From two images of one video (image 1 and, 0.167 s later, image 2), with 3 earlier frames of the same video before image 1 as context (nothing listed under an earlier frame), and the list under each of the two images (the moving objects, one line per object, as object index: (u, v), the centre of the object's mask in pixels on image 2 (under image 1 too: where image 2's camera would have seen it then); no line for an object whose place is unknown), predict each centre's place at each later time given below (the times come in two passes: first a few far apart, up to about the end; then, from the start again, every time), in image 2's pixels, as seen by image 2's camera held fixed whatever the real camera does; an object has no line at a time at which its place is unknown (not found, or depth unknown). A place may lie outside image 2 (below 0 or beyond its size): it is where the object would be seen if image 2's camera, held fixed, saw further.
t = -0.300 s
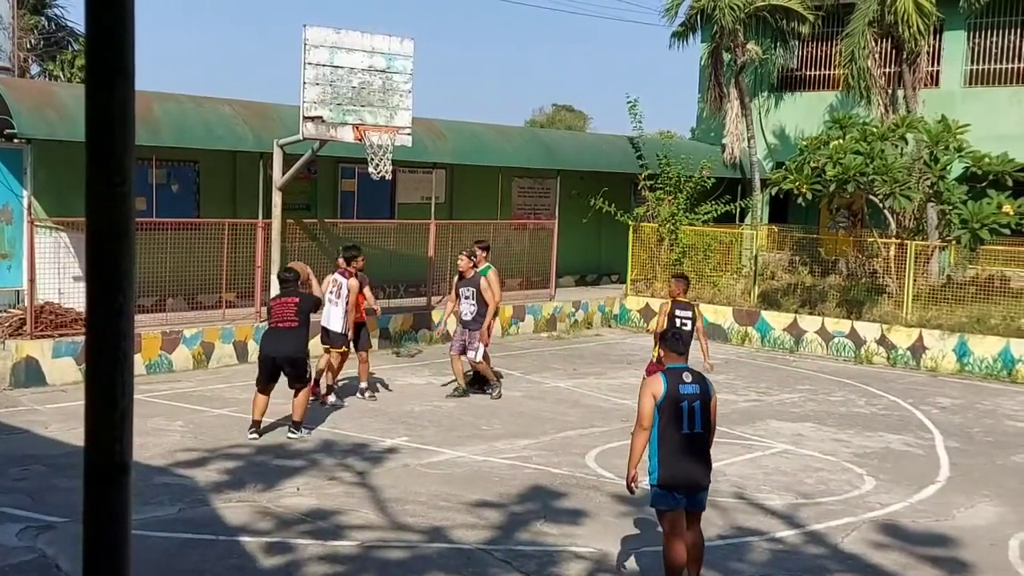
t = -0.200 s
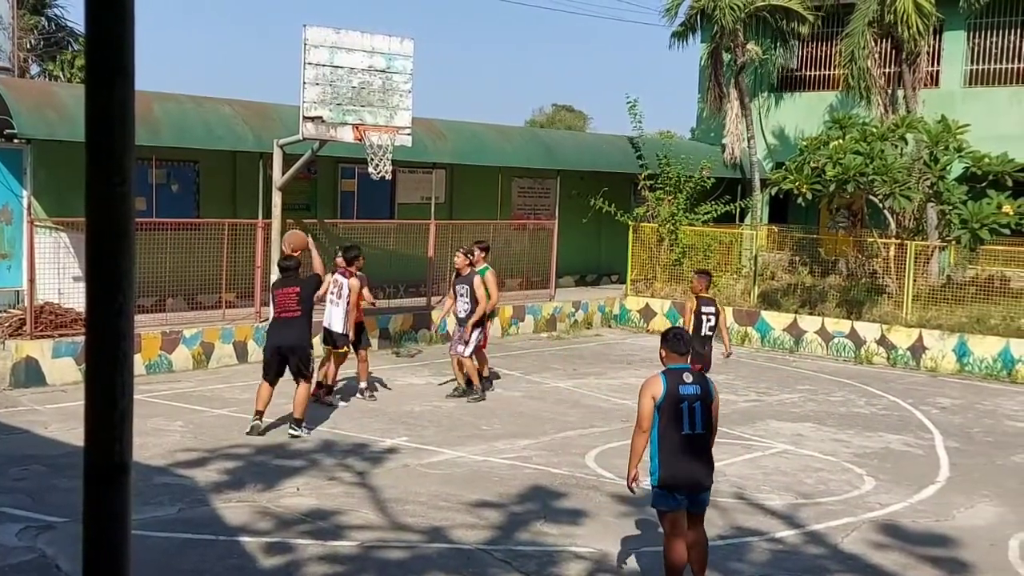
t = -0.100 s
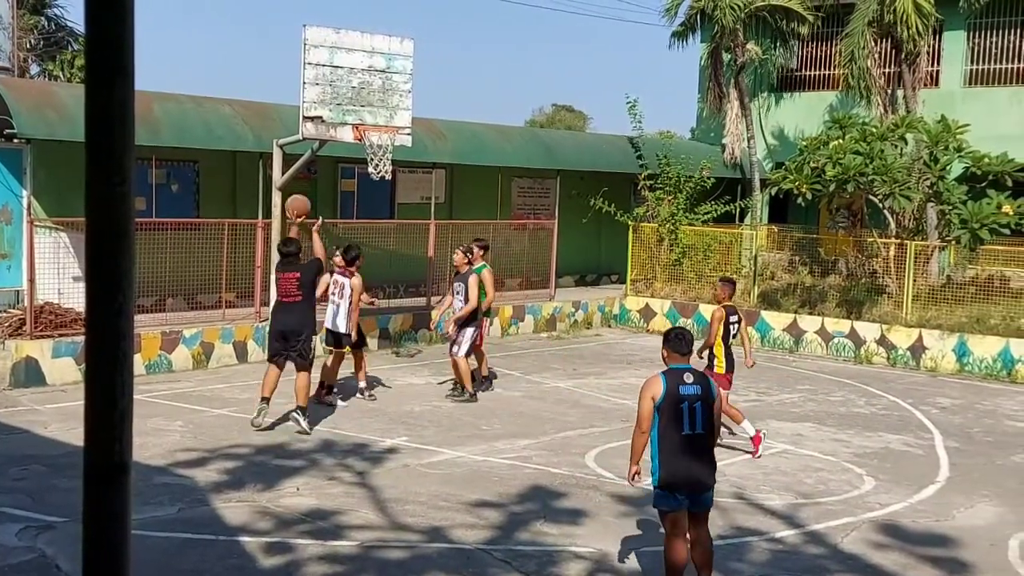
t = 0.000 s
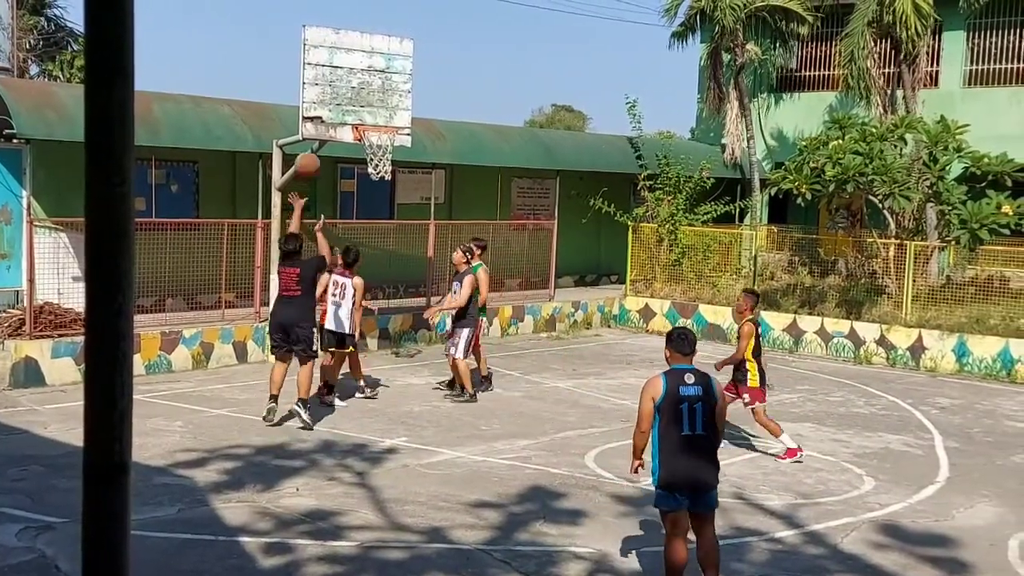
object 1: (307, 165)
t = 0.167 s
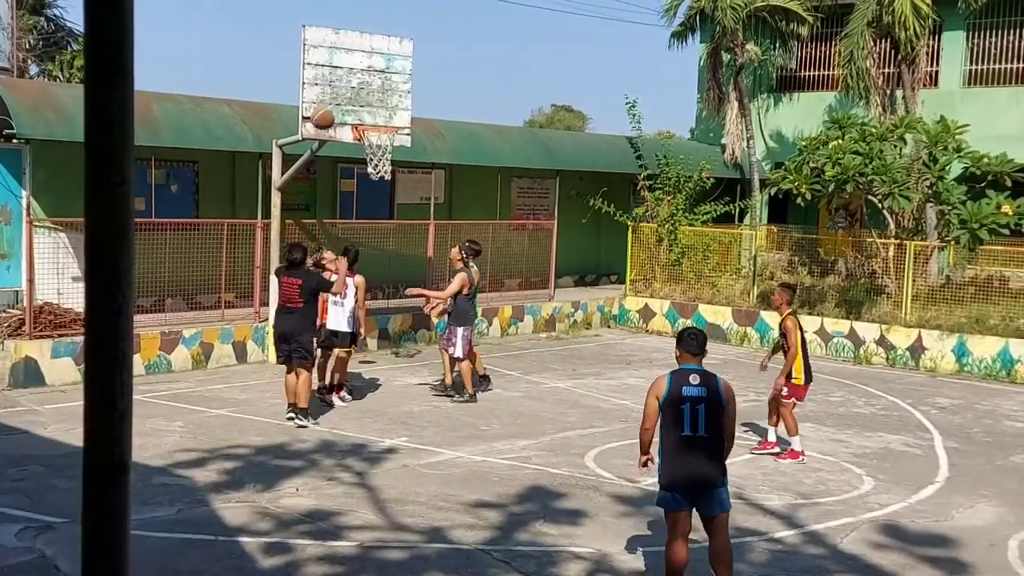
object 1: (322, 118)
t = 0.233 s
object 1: (328, 108)
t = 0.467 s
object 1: (345, 106)
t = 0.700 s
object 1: (354, 114)
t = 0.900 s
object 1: (356, 127)
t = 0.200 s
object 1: (325, 112)
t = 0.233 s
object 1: (328, 108)
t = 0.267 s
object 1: (331, 106)
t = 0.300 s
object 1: (333, 102)
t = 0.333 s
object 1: (336, 101)
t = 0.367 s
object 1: (339, 100)
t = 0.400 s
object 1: (341, 101)
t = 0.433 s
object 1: (343, 103)
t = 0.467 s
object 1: (345, 106)
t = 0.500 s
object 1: (348, 110)
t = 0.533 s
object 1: (350, 114)
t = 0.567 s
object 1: (352, 119)
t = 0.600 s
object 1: (351, 117)
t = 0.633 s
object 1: (352, 115)
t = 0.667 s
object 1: (353, 114)
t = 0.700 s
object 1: (354, 114)
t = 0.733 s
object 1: (356, 116)
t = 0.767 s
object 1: (357, 118)
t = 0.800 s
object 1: (356, 118)
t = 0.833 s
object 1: (356, 120)
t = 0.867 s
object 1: (356, 123)
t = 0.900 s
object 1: (356, 127)
